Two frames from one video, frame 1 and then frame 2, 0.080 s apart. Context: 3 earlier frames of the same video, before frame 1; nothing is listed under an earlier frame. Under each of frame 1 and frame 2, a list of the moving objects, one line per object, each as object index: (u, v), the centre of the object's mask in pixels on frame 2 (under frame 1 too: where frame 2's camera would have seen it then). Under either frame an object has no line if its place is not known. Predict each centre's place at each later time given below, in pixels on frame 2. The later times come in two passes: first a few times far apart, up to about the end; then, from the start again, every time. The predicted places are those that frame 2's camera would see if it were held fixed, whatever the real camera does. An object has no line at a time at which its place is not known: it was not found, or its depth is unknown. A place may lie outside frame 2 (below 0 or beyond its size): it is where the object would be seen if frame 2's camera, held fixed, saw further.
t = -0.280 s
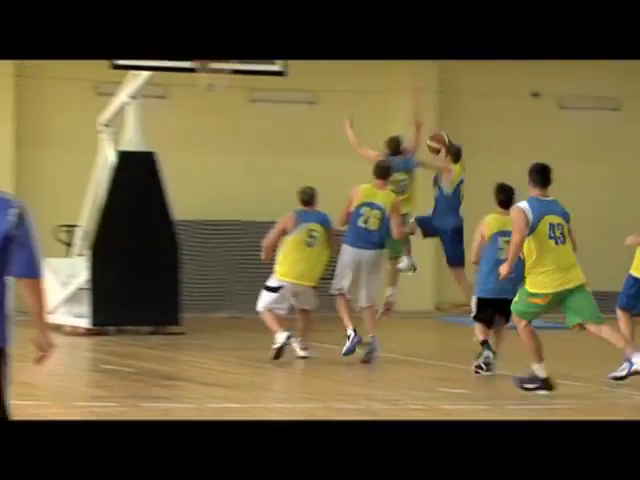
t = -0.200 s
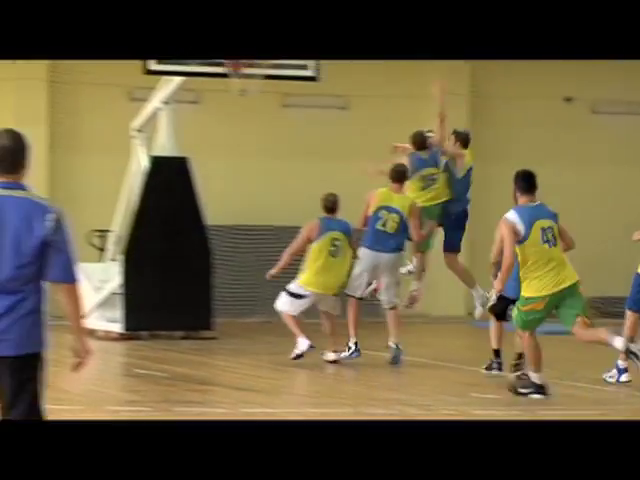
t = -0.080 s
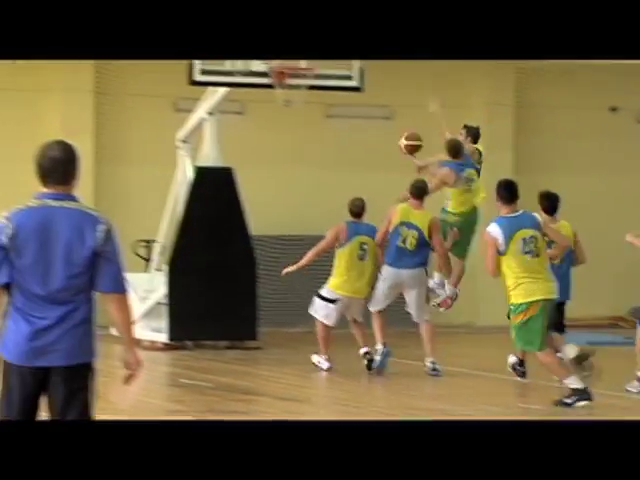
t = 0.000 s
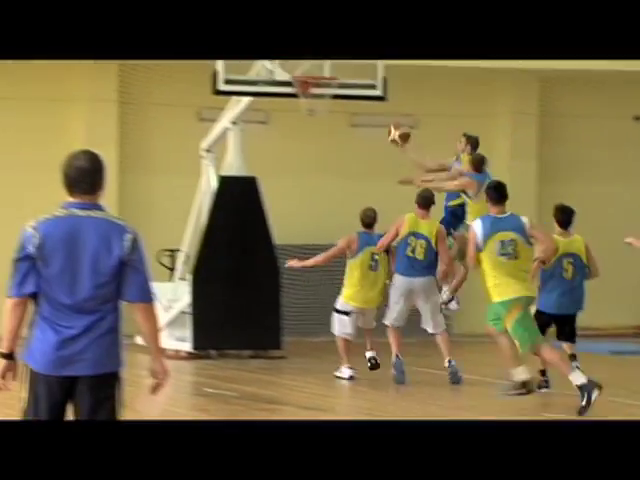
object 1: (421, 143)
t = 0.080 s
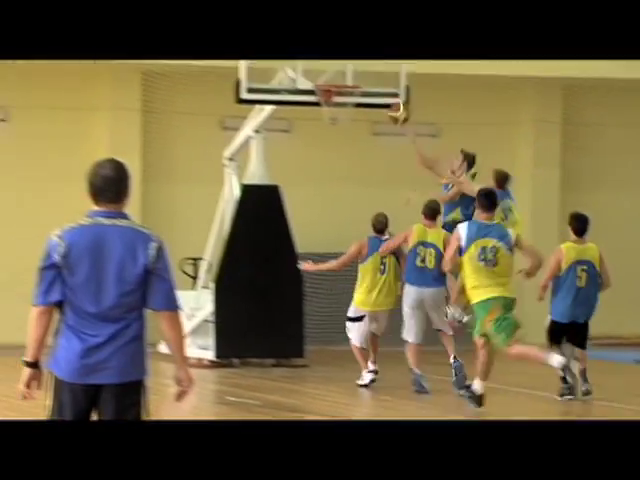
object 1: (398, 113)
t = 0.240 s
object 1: (376, 69)
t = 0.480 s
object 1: (363, 62)
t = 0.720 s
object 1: (335, 76)
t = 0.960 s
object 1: (339, 94)
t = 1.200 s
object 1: (341, 114)
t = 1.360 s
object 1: (331, 135)
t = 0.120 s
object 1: (388, 98)
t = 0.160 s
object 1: (381, 84)
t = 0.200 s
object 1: (378, 75)
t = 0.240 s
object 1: (376, 69)
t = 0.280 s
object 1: (373, 65)
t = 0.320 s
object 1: (371, 61)
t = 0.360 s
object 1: (369, 59)
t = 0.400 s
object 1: (367, 58)
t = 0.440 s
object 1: (365, 60)
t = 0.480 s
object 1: (363, 62)
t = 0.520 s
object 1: (361, 66)
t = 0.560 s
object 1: (358, 71)
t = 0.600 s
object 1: (355, 75)
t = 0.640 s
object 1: (349, 74)
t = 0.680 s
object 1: (342, 76)
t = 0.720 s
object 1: (335, 76)
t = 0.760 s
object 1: (328, 77)
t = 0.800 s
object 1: (326, 80)
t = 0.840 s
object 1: (331, 82)
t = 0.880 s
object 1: (332, 86)
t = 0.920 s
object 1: (338, 89)
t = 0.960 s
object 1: (339, 94)
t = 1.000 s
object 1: (345, 98)
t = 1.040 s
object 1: (345, 104)
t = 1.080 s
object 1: (346, 109)
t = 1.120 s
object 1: (345, 110)
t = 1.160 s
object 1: (343, 113)
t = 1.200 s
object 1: (341, 114)
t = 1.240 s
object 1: (339, 118)
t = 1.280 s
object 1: (335, 123)
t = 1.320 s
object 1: (333, 128)
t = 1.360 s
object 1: (331, 135)
